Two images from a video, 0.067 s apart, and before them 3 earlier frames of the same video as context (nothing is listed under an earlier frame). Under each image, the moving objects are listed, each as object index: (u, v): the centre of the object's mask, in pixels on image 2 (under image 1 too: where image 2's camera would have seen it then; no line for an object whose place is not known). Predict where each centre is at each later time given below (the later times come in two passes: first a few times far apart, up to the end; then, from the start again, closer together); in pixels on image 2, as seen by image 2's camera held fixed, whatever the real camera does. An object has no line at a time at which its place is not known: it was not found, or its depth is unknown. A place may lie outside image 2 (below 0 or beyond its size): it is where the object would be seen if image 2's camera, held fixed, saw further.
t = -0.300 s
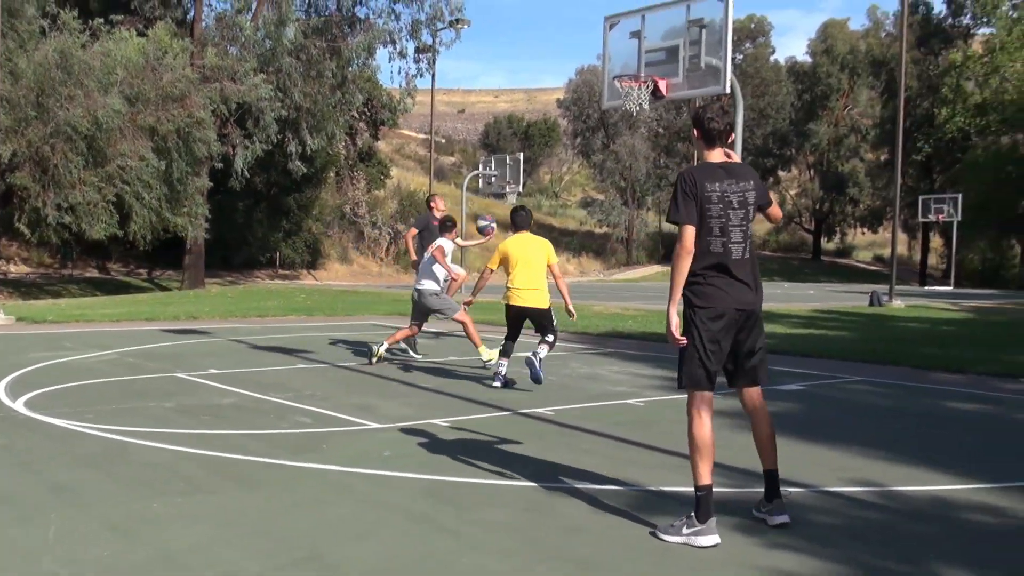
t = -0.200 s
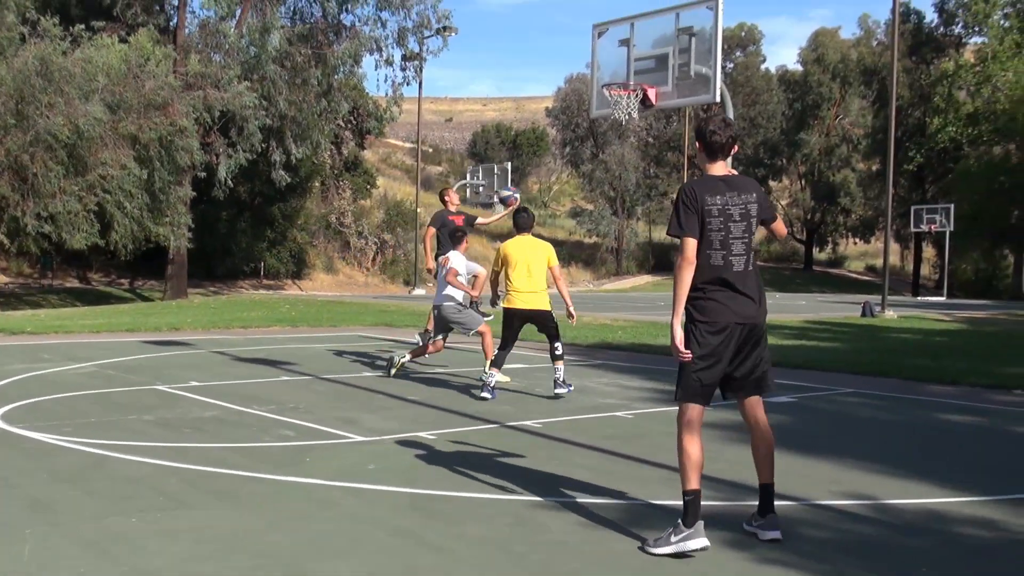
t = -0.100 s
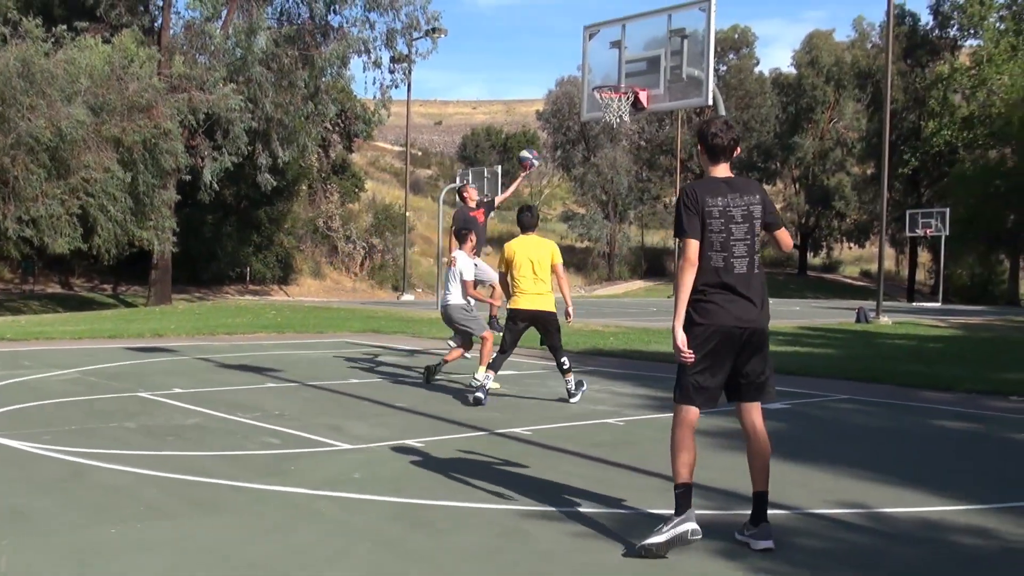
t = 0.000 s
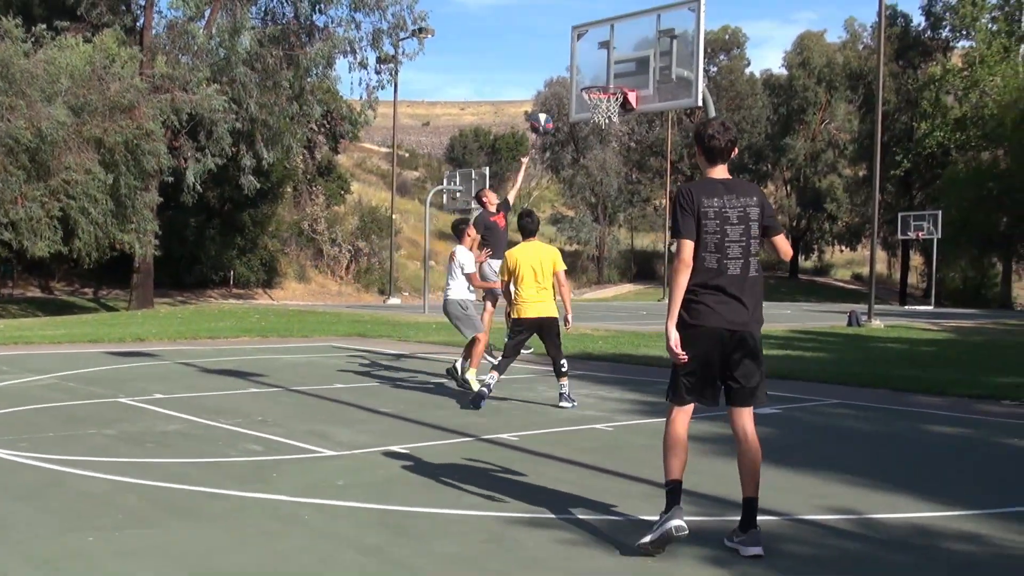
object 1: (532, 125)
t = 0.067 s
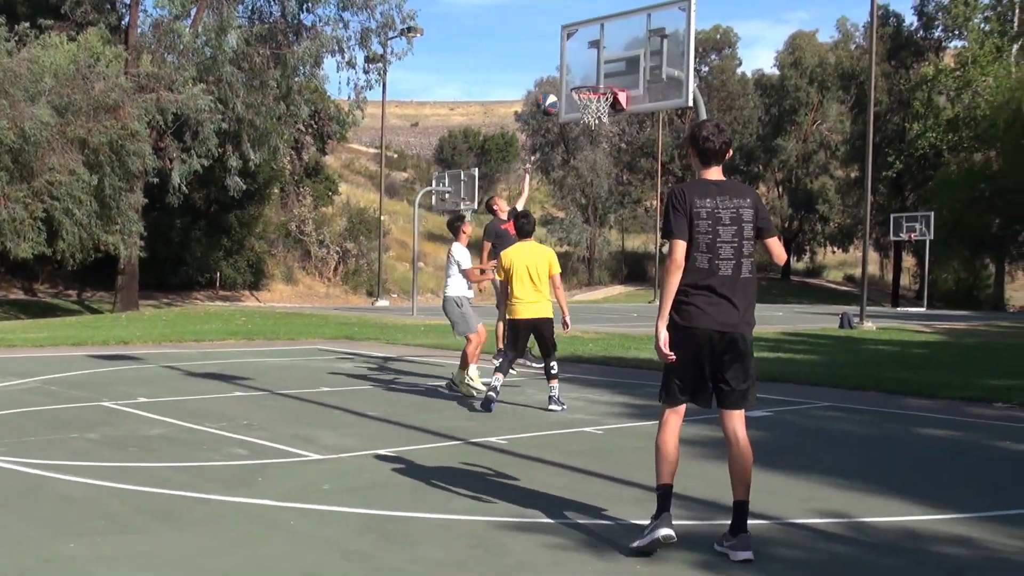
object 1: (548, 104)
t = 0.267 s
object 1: (584, 66)
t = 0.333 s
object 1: (584, 61)
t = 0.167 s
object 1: (570, 81)
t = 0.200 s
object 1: (578, 75)
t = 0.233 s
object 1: (585, 70)
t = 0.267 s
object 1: (584, 66)
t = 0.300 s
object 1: (584, 63)
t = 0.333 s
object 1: (584, 61)
